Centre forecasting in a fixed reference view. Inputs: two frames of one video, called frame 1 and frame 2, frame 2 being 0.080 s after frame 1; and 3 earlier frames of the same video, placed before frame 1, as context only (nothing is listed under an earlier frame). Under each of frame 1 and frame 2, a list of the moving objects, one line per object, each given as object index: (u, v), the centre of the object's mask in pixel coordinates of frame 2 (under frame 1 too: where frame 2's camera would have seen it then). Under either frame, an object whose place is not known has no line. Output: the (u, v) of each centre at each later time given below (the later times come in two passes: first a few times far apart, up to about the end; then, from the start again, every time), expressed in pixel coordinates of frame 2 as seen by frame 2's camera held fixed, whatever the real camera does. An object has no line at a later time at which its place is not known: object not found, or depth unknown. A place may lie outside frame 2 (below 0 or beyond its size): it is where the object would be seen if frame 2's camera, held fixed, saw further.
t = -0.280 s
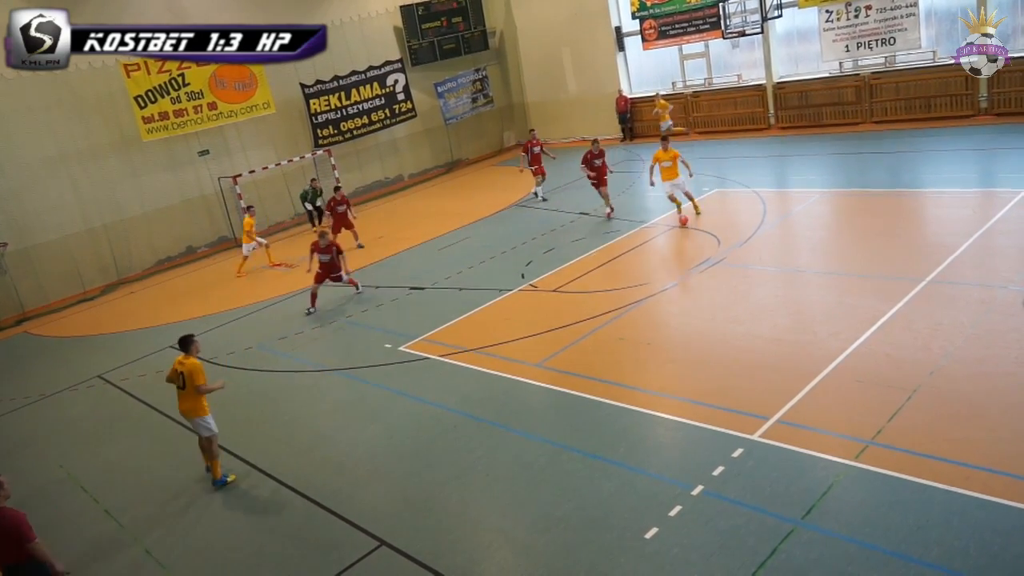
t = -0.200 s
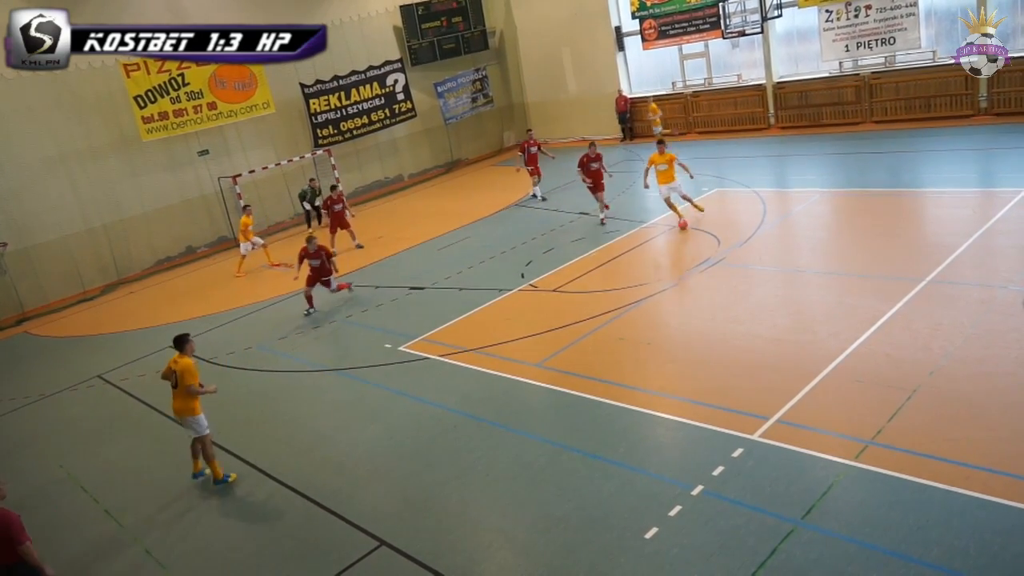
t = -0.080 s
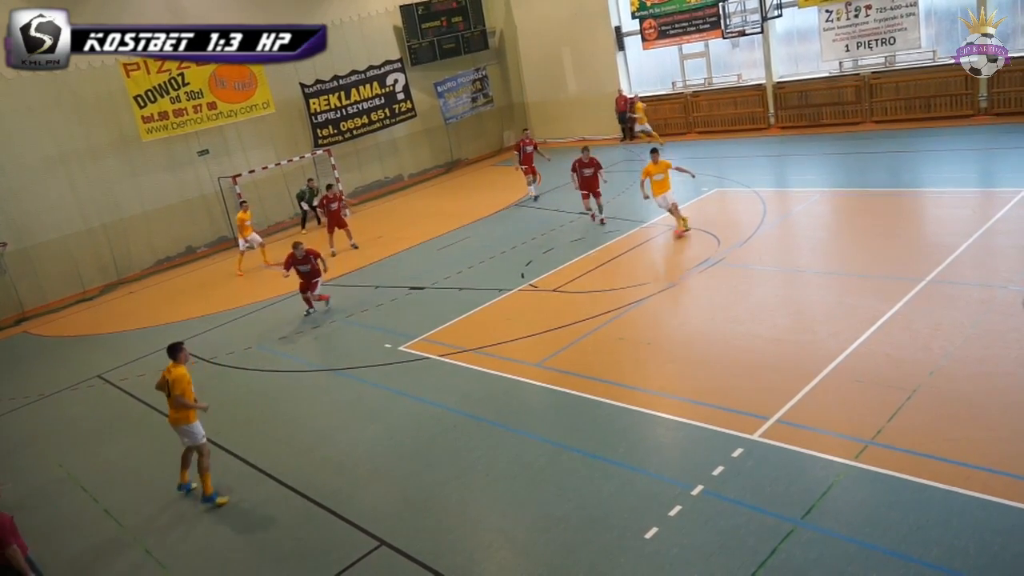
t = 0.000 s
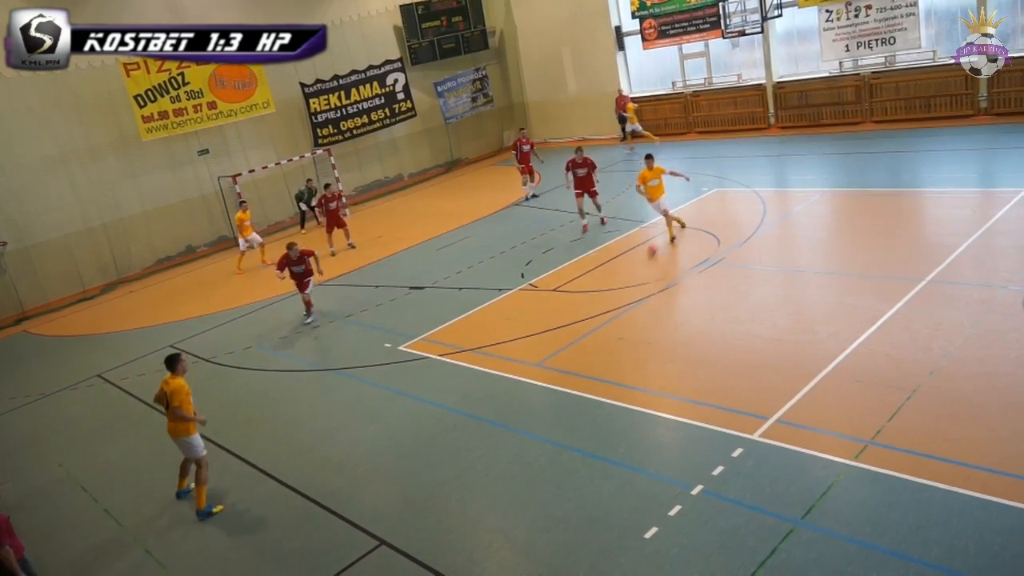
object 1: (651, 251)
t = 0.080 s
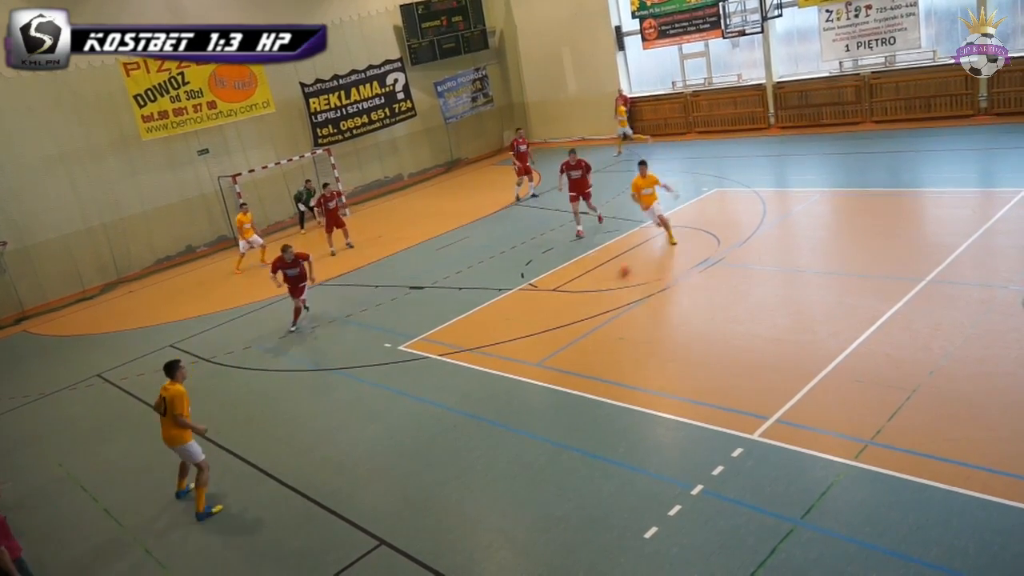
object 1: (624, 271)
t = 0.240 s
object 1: (564, 314)
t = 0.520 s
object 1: (442, 400)
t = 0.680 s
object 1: (359, 458)
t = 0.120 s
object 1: (609, 282)
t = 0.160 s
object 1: (595, 292)
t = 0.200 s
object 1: (580, 303)
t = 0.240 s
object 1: (564, 314)
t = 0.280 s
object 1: (548, 326)
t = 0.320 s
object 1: (531, 337)
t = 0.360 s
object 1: (514, 349)
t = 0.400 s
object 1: (496, 363)
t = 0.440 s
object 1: (478, 375)
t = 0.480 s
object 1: (461, 387)
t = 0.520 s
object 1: (442, 400)
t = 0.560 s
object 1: (421, 414)
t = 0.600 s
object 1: (402, 428)
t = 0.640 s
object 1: (381, 443)
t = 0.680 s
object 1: (359, 458)
